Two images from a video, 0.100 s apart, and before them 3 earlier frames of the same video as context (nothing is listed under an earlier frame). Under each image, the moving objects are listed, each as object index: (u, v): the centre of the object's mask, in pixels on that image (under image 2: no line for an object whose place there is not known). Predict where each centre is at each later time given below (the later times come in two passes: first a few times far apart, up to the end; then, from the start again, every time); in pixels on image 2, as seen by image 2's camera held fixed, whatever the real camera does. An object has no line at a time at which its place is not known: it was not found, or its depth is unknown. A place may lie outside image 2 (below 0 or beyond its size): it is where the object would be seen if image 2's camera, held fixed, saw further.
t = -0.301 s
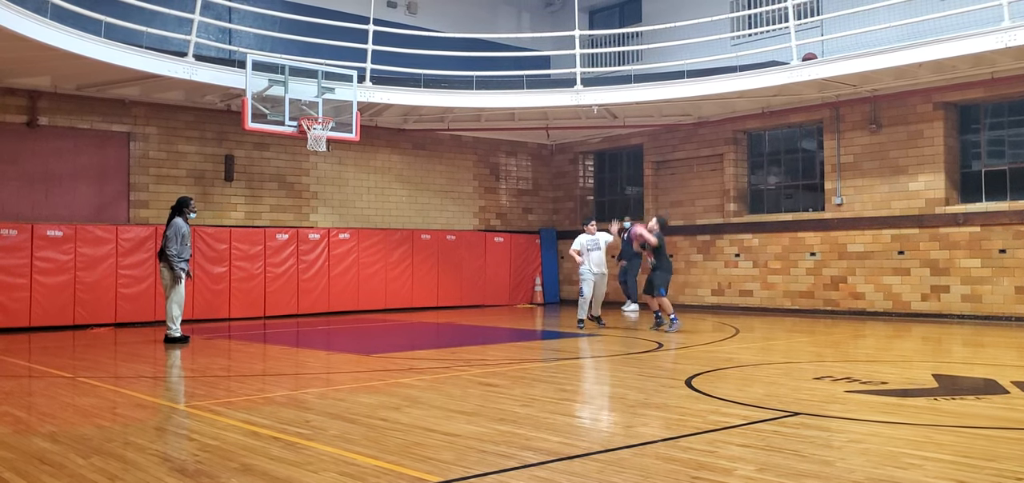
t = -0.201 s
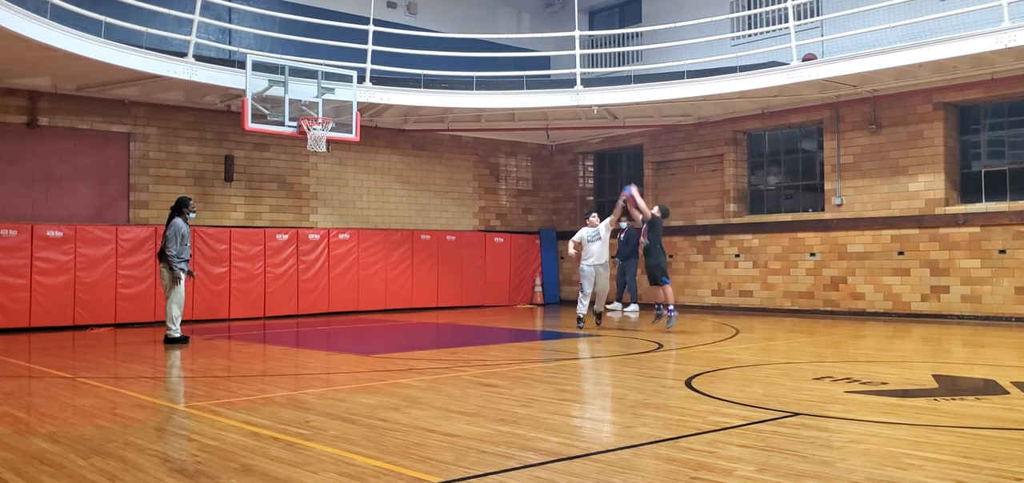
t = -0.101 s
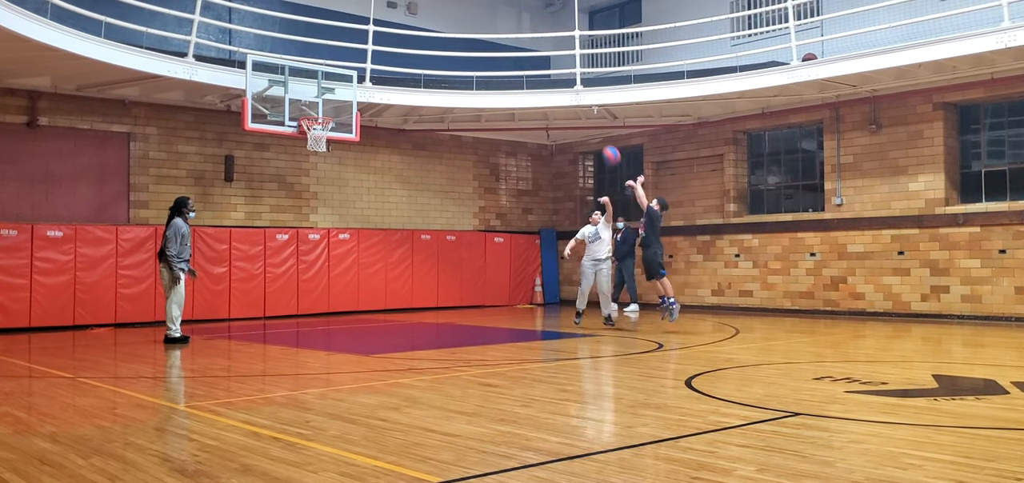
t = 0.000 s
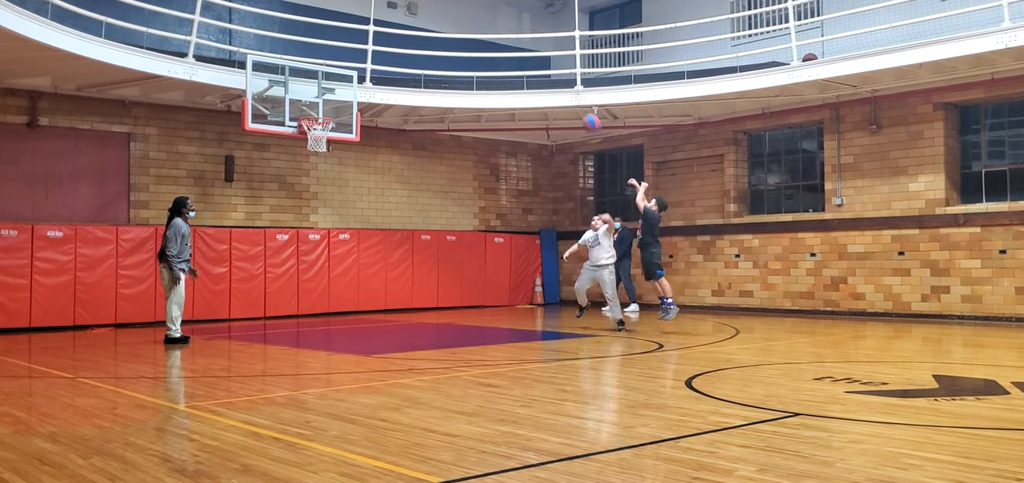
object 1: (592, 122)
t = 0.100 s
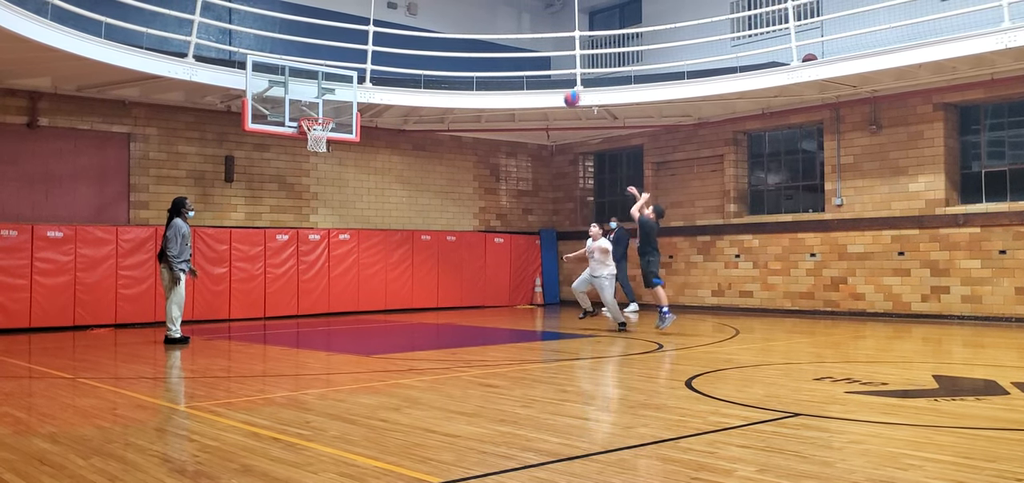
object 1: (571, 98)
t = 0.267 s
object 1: (539, 71)
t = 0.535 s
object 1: (488, 70)
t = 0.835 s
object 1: (431, 129)
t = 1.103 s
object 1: (384, 235)
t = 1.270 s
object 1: (354, 326)
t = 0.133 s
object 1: (565, 90)
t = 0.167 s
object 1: (558, 85)
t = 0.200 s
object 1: (552, 80)
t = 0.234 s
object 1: (545, 75)
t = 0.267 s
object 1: (539, 71)
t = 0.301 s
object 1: (532, 68)
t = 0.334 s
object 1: (526, 67)
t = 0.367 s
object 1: (519, 66)
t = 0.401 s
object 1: (513, 65)
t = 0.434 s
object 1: (507, 65)
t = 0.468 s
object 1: (500, 66)
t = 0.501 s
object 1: (494, 68)
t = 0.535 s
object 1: (488, 70)
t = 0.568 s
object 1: (481, 73)
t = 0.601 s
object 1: (475, 78)
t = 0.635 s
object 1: (469, 84)
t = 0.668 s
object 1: (462, 89)
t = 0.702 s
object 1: (456, 95)
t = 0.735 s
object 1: (449, 104)
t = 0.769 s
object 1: (443, 113)
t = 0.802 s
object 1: (438, 120)
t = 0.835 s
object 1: (431, 129)
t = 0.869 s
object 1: (425, 140)
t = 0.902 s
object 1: (420, 152)
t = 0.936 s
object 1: (413, 163)
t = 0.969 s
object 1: (407, 176)
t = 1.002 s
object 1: (401, 189)
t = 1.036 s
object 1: (395, 203)
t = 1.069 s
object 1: (389, 219)
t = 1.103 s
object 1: (384, 235)
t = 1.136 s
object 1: (378, 251)
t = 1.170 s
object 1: (372, 269)
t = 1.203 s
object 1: (366, 287)
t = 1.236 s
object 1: (360, 306)
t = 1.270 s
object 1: (354, 326)
